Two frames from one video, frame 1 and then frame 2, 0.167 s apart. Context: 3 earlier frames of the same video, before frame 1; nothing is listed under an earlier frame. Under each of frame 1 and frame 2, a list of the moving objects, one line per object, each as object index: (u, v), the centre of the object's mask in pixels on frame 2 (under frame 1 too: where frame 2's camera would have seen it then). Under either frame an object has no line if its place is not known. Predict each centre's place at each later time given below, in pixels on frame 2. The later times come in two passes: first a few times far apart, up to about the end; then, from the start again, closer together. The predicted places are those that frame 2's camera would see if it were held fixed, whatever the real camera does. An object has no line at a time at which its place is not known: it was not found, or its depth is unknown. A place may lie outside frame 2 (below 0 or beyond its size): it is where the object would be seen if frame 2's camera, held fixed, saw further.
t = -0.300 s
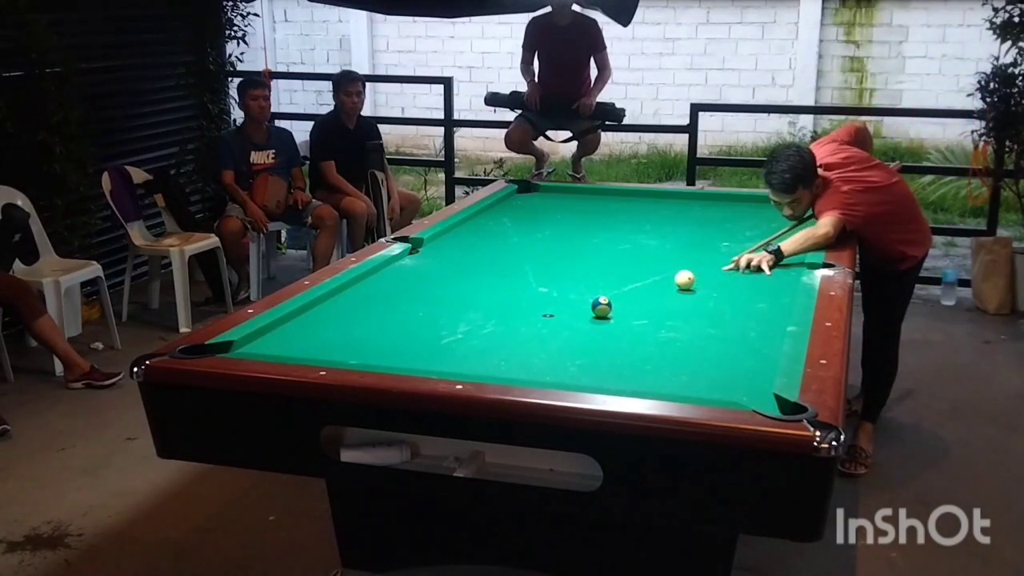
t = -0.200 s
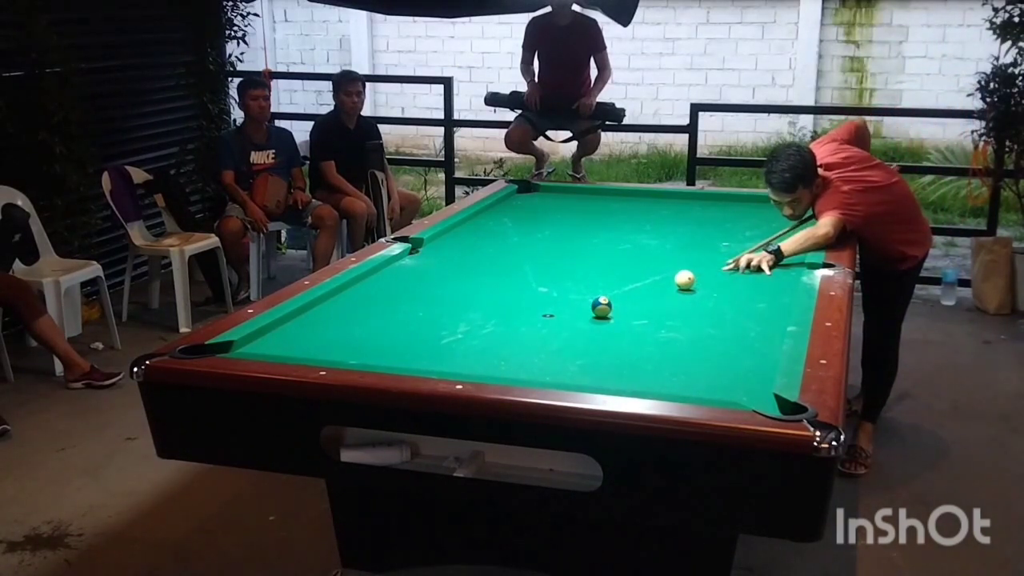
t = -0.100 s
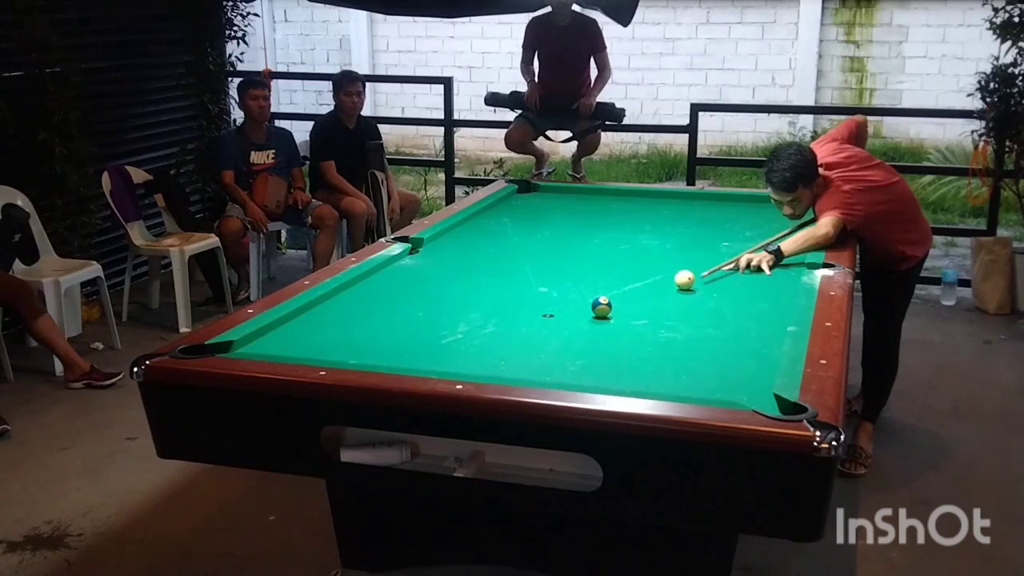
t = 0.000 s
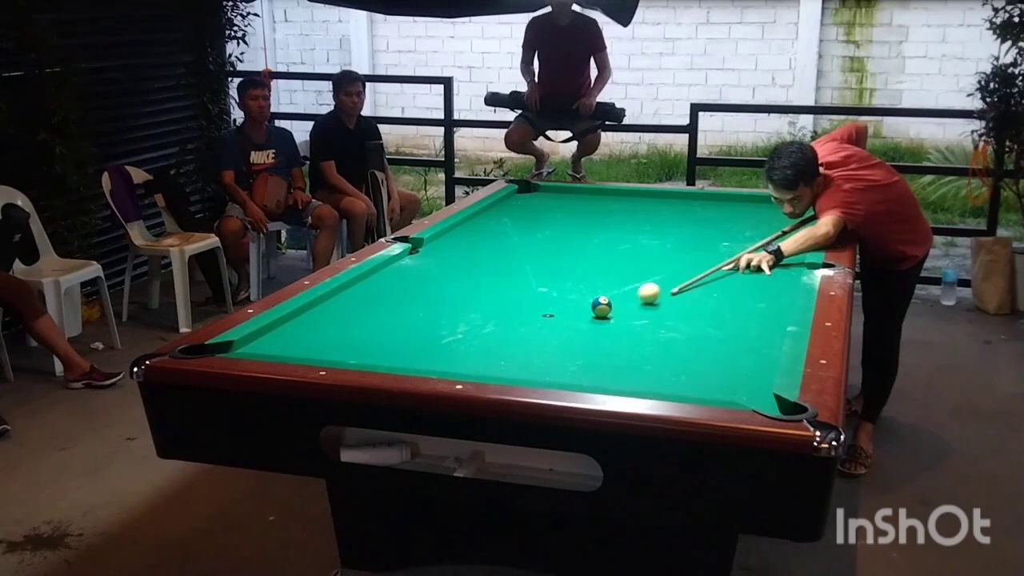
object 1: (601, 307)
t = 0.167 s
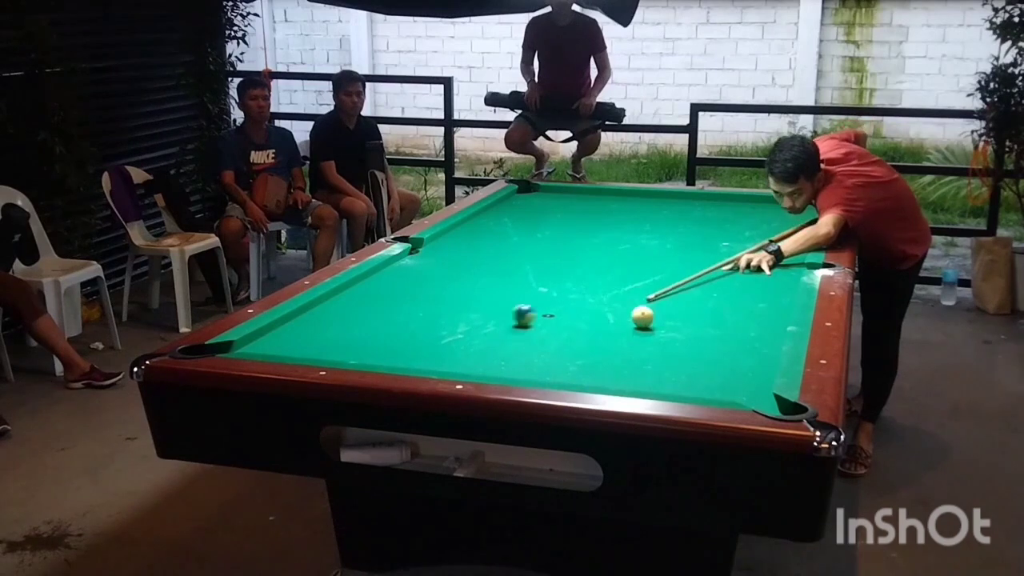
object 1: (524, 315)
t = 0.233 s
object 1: (482, 319)
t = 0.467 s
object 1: (340, 335)
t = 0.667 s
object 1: (246, 346)
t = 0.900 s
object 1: (261, 339)
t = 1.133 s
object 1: (288, 330)
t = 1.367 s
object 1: (312, 323)
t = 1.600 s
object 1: (335, 315)
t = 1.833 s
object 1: (354, 309)
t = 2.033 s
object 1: (370, 304)
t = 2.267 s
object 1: (386, 298)
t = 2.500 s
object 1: (402, 294)
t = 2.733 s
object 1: (415, 290)
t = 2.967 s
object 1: (427, 285)
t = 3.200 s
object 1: (438, 282)
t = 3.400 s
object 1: (447, 279)
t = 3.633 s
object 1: (456, 277)
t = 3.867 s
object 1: (463, 274)
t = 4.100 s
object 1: (470, 273)
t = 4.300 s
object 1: (475, 271)
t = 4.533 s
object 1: (479, 270)
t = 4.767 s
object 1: (482, 268)
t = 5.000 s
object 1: (486, 267)
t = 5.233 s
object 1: (489, 267)
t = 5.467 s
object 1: (491, 267)
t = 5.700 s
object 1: (491, 267)
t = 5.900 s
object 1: (492, 267)
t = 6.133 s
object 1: (492, 266)
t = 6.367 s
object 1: (492, 266)
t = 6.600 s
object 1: (492, 266)
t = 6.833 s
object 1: (492, 266)
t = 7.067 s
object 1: (492, 266)
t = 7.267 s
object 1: (492, 266)
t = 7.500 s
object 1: (492, 267)
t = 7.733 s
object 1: (492, 266)
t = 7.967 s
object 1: (492, 266)
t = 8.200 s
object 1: (492, 266)
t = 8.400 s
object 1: (492, 266)
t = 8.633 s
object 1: (492, 266)
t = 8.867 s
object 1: (492, 266)
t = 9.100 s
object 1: (492, 266)
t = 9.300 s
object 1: (492, 266)
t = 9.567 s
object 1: (492, 266)
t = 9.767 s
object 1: (492, 266)
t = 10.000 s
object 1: (492, 266)
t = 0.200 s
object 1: (503, 318)
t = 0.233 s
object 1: (482, 319)
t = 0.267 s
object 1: (460, 323)
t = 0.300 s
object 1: (439, 325)
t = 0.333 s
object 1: (420, 326)
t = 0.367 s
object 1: (401, 328)
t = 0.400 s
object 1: (380, 331)
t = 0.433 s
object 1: (360, 333)
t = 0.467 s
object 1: (340, 335)
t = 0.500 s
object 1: (318, 337)
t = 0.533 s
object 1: (297, 340)
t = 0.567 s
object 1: (279, 342)
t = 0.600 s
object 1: (255, 342)
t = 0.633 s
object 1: (244, 344)
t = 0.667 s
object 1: (246, 346)
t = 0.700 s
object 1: (246, 346)
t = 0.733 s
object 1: (248, 345)
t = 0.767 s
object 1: (250, 343)
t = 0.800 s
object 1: (252, 342)
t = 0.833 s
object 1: (253, 341)
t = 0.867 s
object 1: (257, 340)
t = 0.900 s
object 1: (261, 339)
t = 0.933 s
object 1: (265, 338)
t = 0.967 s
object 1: (269, 336)
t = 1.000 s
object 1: (273, 335)
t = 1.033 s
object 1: (277, 334)
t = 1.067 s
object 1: (280, 333)
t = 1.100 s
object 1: (284, 331)
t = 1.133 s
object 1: (288, 330)
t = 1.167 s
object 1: (291, 329)
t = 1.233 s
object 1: (299, 327)
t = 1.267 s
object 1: (302, 325)
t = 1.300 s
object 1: (305, 325)
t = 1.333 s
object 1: (309, 323)
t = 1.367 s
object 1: (312, 323)
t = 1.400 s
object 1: (315, 321)
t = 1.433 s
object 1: (319, 320)
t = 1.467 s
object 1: (322, 319)
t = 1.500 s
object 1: (325, 318)
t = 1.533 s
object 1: (328, 317)
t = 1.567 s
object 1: (331, 316)
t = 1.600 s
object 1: (335, 315)
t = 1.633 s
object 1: (338, 314)
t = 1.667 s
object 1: (341, 313)
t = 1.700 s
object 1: (343, 312)
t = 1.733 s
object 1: (346, 311)
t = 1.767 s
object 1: (349, 310)
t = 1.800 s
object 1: (352, 310)
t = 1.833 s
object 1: (354, 309)
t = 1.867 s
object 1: (357, 308)
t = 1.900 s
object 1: (360, 307)
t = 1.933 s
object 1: (362, 306)
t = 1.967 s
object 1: (365, 305)
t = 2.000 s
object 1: (367, 305)
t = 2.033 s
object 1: (370, 304)
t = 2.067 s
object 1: (372, 303)
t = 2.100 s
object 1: (375, 302)
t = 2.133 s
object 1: (377, 301)
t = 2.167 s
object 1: (380, 300)
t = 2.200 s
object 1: (382, 300)
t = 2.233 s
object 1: (384, 299)
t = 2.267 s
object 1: (386, 298)
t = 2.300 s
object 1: (389, 297)
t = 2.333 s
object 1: (391, 297)
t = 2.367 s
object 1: (393, 296)
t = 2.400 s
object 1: (396, 296)
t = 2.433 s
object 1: (397, 295)
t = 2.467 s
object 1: (400, 294)
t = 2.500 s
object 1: (402, 294)
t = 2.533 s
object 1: (403, 293)
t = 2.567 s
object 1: (406, 292)
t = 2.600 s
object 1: (408, 292)
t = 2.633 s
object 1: (410, 291)
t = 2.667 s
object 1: (411, 291)
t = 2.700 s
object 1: (413, 290)
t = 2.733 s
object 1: (415, 290)
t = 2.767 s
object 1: (417, 289)
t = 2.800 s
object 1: (418, 288)
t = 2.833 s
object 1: (420, 288)
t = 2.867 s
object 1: (422, 287)
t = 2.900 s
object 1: (424, 287)
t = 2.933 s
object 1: (426, 286)
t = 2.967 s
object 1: (427, 285)
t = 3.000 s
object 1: (429, 285)
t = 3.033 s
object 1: (431, 284)
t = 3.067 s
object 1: (432, 284)
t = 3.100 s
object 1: (434, 284)
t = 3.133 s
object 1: (435, 283)
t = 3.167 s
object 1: (437, 283)
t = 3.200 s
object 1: (438, 282)
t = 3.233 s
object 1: (440, 282)
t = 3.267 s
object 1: (441, 281)
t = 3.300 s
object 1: (443, 281)
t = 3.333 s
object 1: (444, 280)
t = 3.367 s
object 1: (445, 280)
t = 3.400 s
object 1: (447, 279)
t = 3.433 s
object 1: (448, 279)
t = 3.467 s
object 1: (450, 279)
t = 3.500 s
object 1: (451, 278)
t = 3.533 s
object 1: (452, 278)
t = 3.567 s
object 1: (453, 278)
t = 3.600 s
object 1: (454, 277)
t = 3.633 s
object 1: (456, 277)
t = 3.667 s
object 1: (457, 277)
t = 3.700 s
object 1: (458, 276)
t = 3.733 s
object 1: (459, 276)
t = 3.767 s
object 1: (460, 276)
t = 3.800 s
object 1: (462, 275)
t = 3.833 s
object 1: (462, 275)
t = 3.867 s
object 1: (463, 274)
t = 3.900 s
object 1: (464, 274)
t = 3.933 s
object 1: (465, 274)
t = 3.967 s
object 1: (466, 273)
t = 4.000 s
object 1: (467, 273)
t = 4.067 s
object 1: (469, 273)
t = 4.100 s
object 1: (470, 273)
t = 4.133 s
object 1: (471, 272)
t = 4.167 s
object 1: (471, 272)
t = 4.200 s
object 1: (472, 272)
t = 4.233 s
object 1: (473, 272)
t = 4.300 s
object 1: (475, 271)
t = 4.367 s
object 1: (475, 271)
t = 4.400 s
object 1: (476, 271)
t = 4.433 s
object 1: (476, 271)
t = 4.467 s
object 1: (477, 270)
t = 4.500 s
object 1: (478, 270)
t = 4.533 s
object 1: (479, 270)
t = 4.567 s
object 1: (479, 270)
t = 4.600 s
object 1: (480, 269)
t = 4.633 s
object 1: (480, 269)
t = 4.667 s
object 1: (481, 269)
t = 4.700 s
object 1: (481, 269)
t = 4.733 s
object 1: (482, 268)
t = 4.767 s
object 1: (482, 268)
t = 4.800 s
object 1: (483, 268)
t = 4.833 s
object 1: (484, 268)
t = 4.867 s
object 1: (484, 268)
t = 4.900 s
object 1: (485, 268)
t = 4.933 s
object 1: (485, 267)
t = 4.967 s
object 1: (485, 267)
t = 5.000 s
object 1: (486, 267)
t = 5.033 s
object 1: (487, 267)
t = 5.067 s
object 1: (487, 267)
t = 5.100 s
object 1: (487, 267)
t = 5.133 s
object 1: (488, 267)
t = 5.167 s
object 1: (488, 267)
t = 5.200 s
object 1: (488, 267)
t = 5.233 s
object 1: (489, 267)
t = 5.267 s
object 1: (489, 267)
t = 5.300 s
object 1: (489, 267)
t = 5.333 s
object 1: (490, 267)
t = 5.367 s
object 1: (490, 267)
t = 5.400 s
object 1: (490, 267)
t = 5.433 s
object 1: (490, 267)
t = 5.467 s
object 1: (491, 267)
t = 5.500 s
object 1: (491, 267)
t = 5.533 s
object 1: (491, 267)
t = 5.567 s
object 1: (491, 267)
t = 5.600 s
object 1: (491, 267)
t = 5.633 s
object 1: (491, 267)
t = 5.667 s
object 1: (491, 267)
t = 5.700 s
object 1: (491, 267)
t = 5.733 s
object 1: (491, 267)
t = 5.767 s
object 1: (492, 267)
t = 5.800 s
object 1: (492, 267)
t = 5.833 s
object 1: (492, 267)
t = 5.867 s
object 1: (492, 267)
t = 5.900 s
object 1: (492, 267)
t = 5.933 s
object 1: (492, 267)
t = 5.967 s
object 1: (492, 267)
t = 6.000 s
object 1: (492, 266)
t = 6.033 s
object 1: (492, 266)
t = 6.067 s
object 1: (492, 266)
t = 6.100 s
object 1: (492, 266)
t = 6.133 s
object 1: (492, 266)
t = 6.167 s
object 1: (492, 266)
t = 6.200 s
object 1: (492, 266)
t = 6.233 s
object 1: (492, 266)
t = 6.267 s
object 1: (492, 266)
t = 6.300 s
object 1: (492, 266)
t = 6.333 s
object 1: (492, 266)
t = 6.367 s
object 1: (492, 266)
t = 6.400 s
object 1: (492, 266)
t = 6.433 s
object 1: (492, 266)
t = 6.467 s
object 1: (492, 266)
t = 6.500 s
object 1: (492, 266)
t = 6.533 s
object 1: (492, 266)
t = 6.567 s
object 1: (492, 266)
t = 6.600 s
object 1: (492, 266)
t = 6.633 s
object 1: (492, 266)
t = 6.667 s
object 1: (492, 266)
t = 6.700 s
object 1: (492, 267)
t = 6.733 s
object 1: (492, 266)
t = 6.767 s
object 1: (492, 266)
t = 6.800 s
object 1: (492, 266)
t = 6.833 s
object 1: (492, 266)
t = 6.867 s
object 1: (492, 267)
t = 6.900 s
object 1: (492, 266)
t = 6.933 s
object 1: (492, 267)
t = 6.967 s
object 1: (492, 267)
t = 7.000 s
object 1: (492, 267)
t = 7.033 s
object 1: (492, 266)
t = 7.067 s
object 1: (492, 266)
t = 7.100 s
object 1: (492, 266)
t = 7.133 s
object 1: (492, 266)
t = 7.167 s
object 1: (492, 266)
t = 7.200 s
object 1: (492, 266)
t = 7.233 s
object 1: (492, 266)
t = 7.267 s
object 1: (492, 266)
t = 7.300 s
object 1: (492, 266)
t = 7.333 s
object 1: (492, 266)
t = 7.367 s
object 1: (492, 266)
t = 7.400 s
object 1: (492, 266)
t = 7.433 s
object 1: (492, 266)
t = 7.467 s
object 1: (492, 266)
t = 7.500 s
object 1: (492, 267)
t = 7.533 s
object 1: (492, 267)
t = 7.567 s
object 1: (492, 266)
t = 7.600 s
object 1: (492, 266)
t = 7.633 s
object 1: (492, 267)
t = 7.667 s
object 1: (492, 266)
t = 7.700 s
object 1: (492, 266)
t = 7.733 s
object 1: (492, 266)
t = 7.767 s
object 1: (492, 266)
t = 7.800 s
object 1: (492, 266)
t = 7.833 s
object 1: (492, 266)
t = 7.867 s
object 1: (492, 266)
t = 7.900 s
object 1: (492, 266)
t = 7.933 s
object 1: (492, 266)
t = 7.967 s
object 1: (492, 266)
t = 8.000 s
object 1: (492, 266)
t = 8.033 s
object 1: (492, 266)
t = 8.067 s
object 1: (492, 266)
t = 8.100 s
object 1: (492, 267)
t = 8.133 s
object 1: (492, 267)
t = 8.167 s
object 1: (492, 266)
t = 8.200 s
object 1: (492, 266)
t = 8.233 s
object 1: (492, 266)
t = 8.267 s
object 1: (492, 266)
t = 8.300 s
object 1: (492, 266)
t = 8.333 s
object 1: (492, 266)
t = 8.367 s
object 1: (492, 266)
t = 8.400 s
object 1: (492, 266)
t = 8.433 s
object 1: (492, 266)
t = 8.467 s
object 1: (492, 266)
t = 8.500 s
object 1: (492, 266)
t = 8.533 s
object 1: (492, 266)
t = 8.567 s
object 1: (492, 266)
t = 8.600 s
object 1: (492, 266)
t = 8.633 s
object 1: (492, 266)
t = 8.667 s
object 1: (492, 266)
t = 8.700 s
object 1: (492, 266)
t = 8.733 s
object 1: (492, 266)
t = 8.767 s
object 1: (492, 266)
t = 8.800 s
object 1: (492, 266)
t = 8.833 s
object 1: (492, 266)
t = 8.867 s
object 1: (492, 266)
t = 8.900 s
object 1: (492, 266)
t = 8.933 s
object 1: (492, 266)
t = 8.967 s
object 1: (492, 266)
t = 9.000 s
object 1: (492, 266)
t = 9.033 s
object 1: (492, 266)
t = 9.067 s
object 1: (492, 266)
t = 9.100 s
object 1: (492, 266)
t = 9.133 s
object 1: (492, 266)
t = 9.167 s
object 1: (492, 266)
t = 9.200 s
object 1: (492, 266)
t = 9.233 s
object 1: (492, 266)
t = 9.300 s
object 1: (492, 266)
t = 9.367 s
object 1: (492, 266)
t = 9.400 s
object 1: (492, 266)
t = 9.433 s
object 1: (492, 266)
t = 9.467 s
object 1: (492, 266)
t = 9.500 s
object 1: (492, 266)
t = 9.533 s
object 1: (492, 266)
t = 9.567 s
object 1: (492, 266)
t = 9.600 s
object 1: (492, 266)
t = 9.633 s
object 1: (492, 266)
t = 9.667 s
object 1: (492, 267)
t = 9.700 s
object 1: (492, 266)
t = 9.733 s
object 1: (492, 266)
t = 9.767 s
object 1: (492, 266)
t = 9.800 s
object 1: (492, 266)
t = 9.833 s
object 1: (492, 266)
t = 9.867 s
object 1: (492, 266)
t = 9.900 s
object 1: (492, 266)
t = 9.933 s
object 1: (492, 266)
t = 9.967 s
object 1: (492, 266)
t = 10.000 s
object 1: (492, 266)
